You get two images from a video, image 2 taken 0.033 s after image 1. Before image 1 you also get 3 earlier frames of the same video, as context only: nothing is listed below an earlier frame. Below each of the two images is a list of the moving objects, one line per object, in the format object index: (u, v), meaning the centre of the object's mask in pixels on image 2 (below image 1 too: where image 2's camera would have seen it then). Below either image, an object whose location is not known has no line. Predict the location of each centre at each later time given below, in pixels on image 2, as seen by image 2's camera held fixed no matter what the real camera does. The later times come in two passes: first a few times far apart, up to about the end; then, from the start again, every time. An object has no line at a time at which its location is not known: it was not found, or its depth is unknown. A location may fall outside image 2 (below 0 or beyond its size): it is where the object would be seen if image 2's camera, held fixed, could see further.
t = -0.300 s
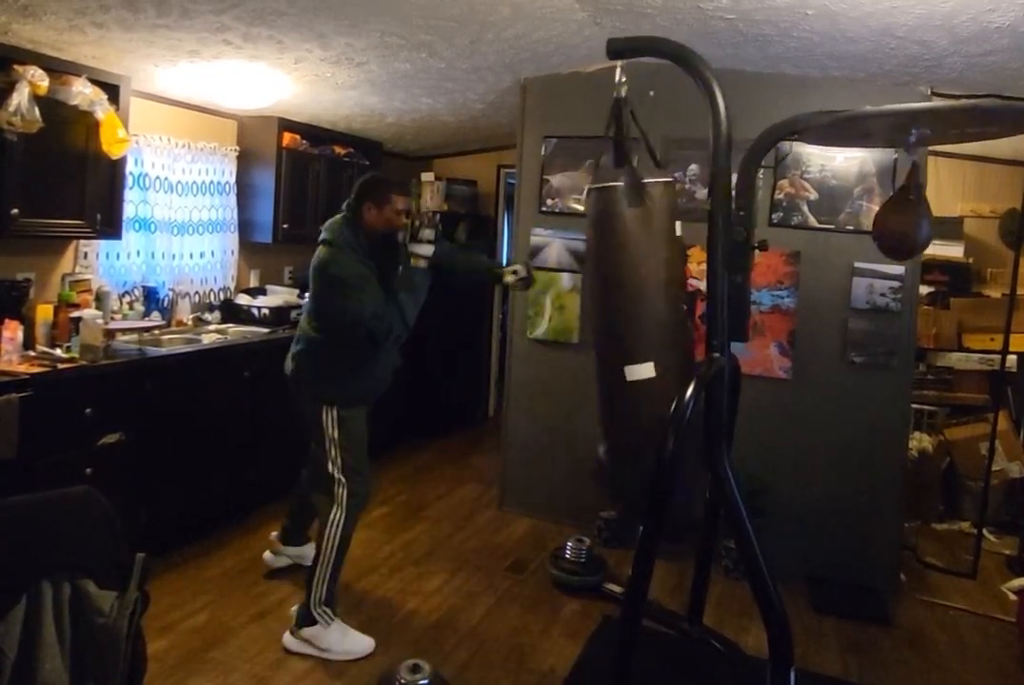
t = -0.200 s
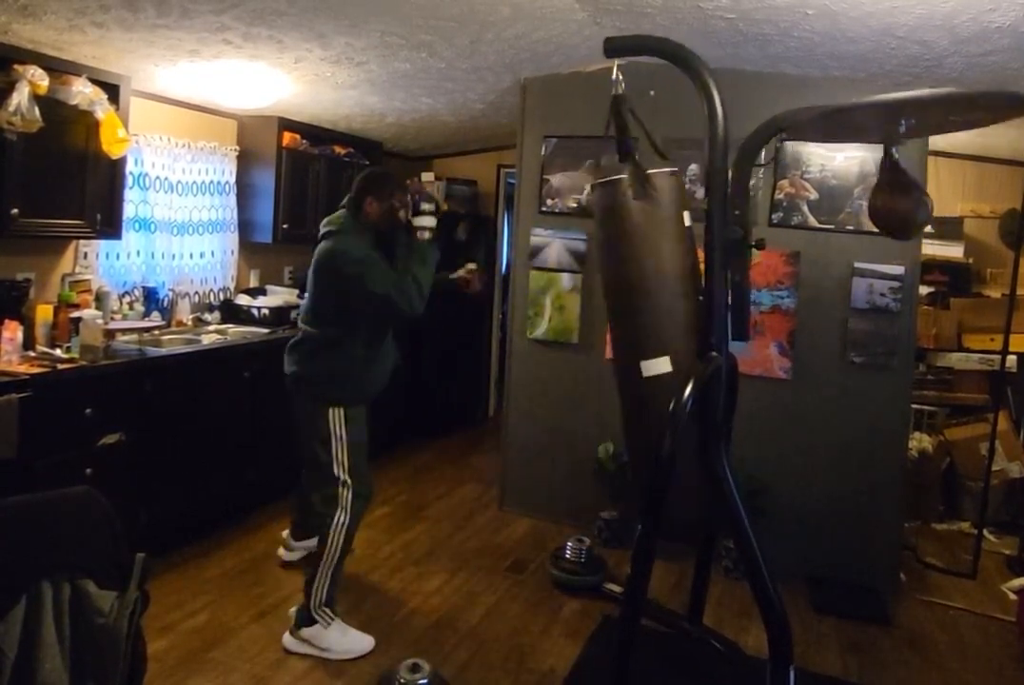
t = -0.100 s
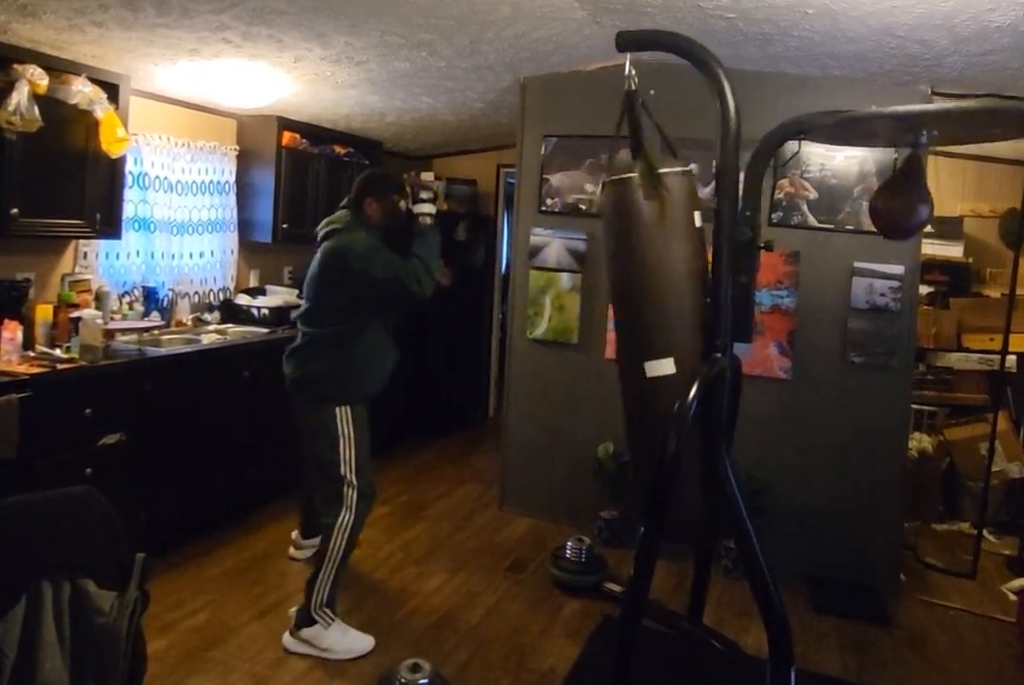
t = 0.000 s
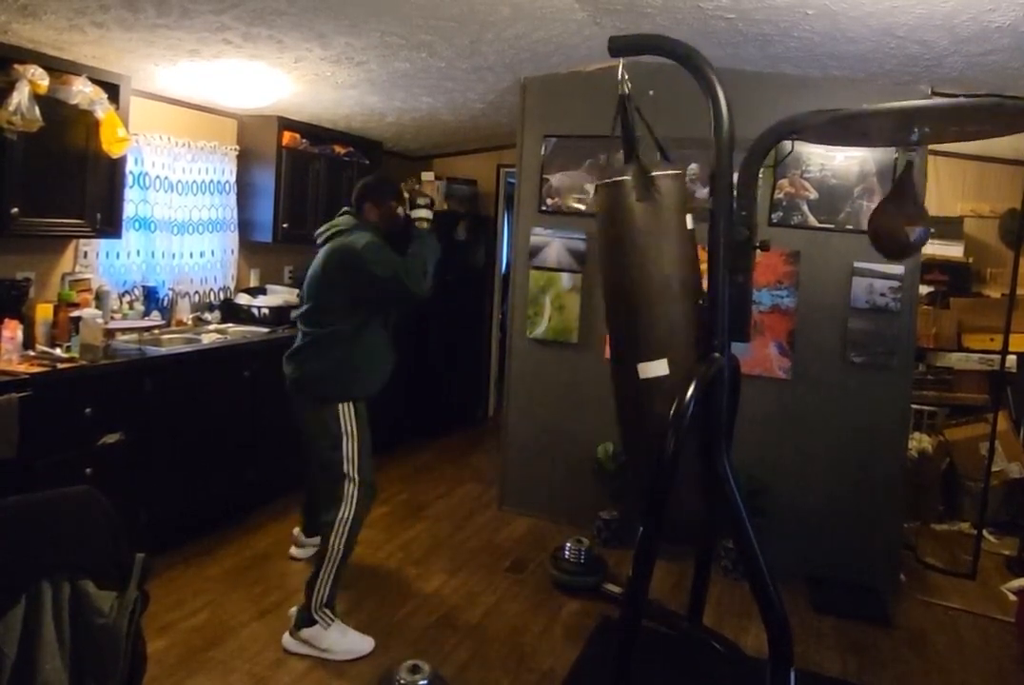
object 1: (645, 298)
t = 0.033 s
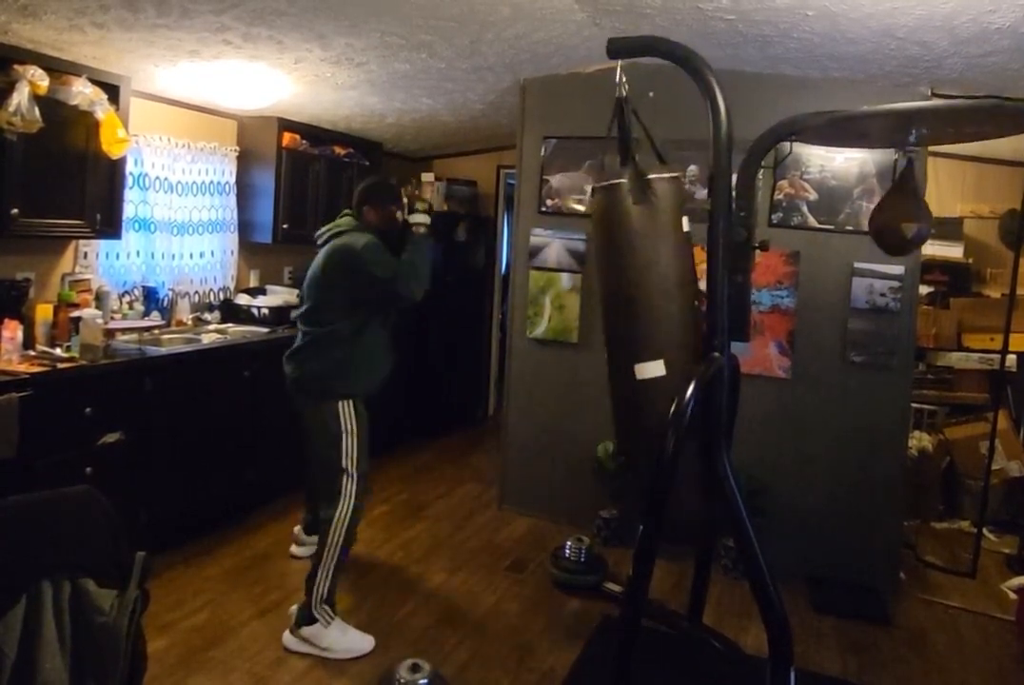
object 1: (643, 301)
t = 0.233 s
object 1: (625, 324)
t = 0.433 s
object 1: (597, 344)
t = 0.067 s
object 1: (641, 302)
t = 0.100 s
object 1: (640, 305)
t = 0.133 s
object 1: (638, 311)
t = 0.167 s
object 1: (634, 316)
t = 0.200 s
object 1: (630, 321)
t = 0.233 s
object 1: (625, 324)
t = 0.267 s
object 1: (621, 328)
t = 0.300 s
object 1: (617, 332)
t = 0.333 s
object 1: (612, 335)
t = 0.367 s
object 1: (607, 337)
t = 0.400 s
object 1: (601, 341)
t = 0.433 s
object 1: (597, 344)
